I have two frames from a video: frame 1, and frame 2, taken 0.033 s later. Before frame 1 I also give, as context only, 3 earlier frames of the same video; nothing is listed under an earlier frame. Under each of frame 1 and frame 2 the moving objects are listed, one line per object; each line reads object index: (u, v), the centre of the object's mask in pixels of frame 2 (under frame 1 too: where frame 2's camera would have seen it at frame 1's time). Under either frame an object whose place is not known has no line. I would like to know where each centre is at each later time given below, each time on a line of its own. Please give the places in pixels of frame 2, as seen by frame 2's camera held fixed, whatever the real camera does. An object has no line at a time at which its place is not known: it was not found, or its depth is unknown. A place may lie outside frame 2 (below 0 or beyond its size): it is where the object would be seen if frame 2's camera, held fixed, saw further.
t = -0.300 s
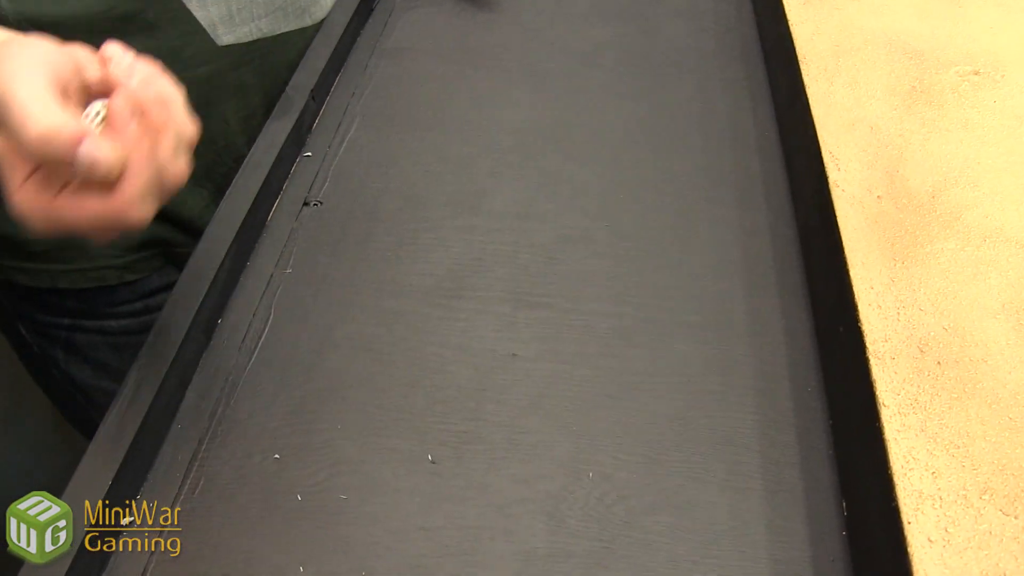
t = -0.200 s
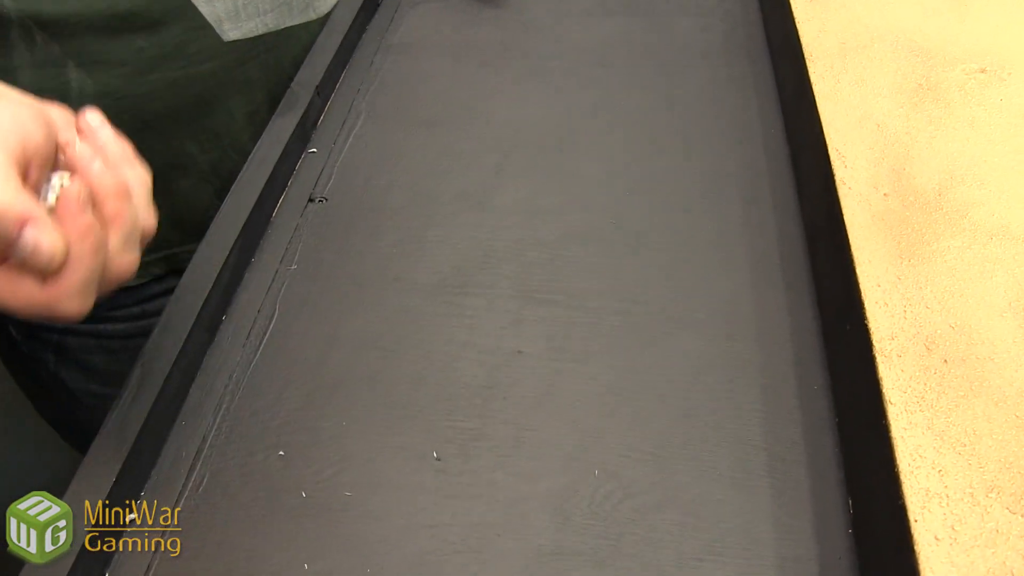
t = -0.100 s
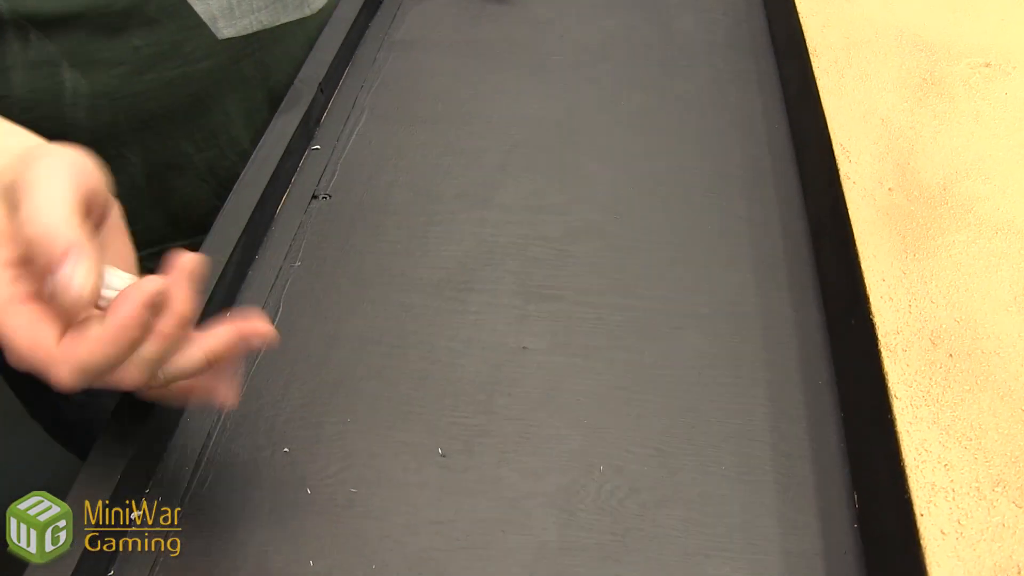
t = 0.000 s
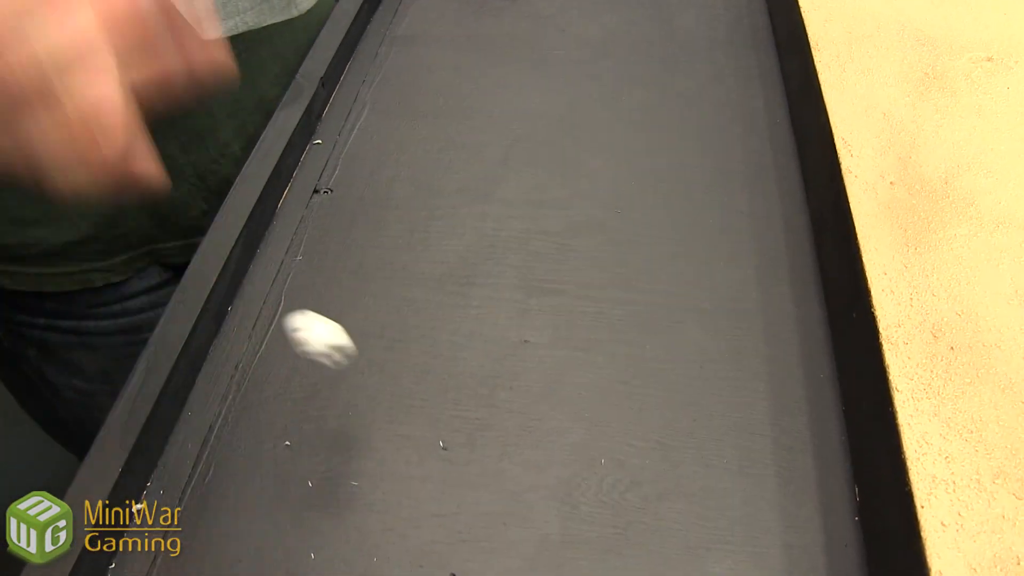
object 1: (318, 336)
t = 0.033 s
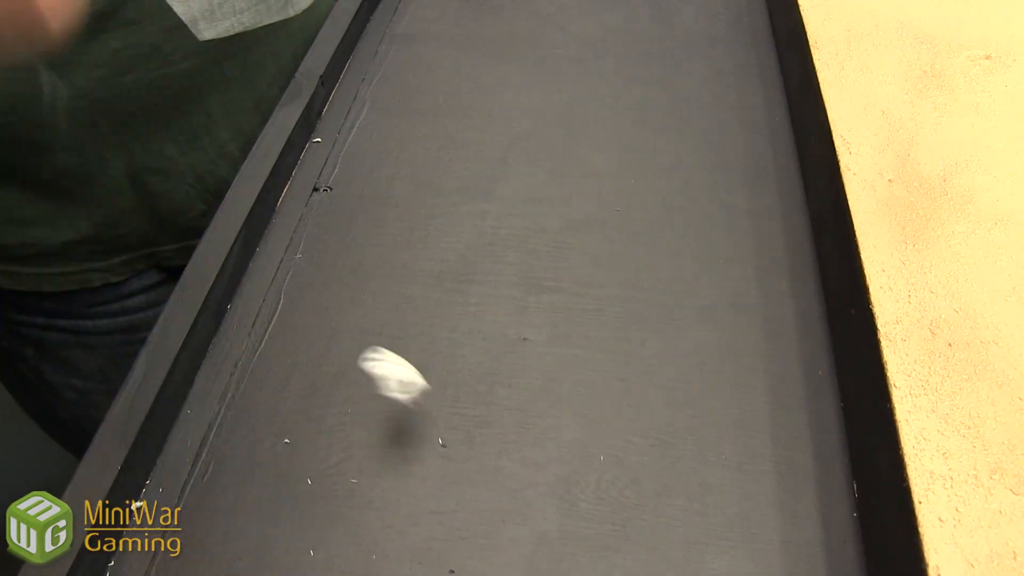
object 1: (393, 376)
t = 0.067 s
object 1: (454, 389)
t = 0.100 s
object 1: (506, 368)
